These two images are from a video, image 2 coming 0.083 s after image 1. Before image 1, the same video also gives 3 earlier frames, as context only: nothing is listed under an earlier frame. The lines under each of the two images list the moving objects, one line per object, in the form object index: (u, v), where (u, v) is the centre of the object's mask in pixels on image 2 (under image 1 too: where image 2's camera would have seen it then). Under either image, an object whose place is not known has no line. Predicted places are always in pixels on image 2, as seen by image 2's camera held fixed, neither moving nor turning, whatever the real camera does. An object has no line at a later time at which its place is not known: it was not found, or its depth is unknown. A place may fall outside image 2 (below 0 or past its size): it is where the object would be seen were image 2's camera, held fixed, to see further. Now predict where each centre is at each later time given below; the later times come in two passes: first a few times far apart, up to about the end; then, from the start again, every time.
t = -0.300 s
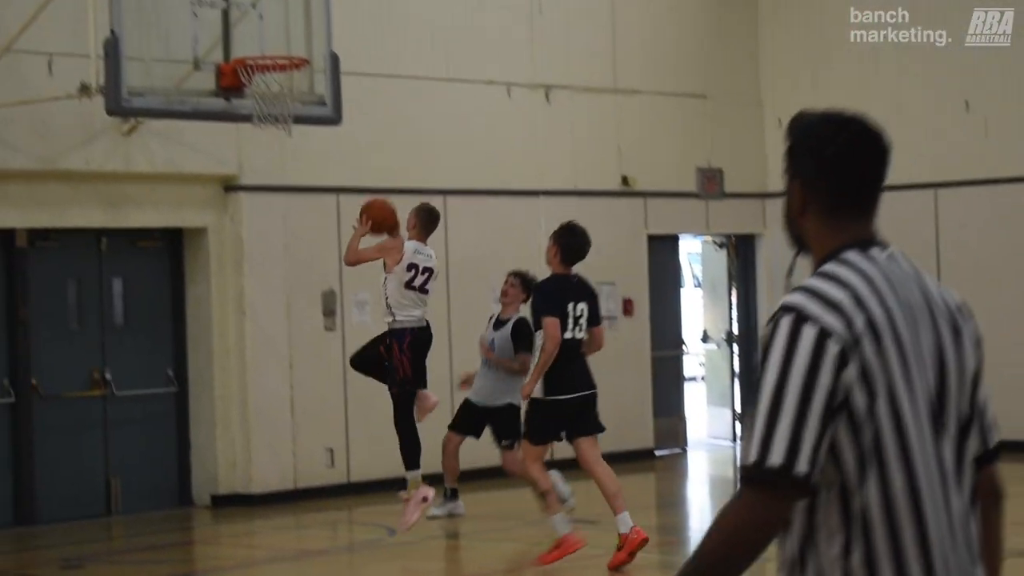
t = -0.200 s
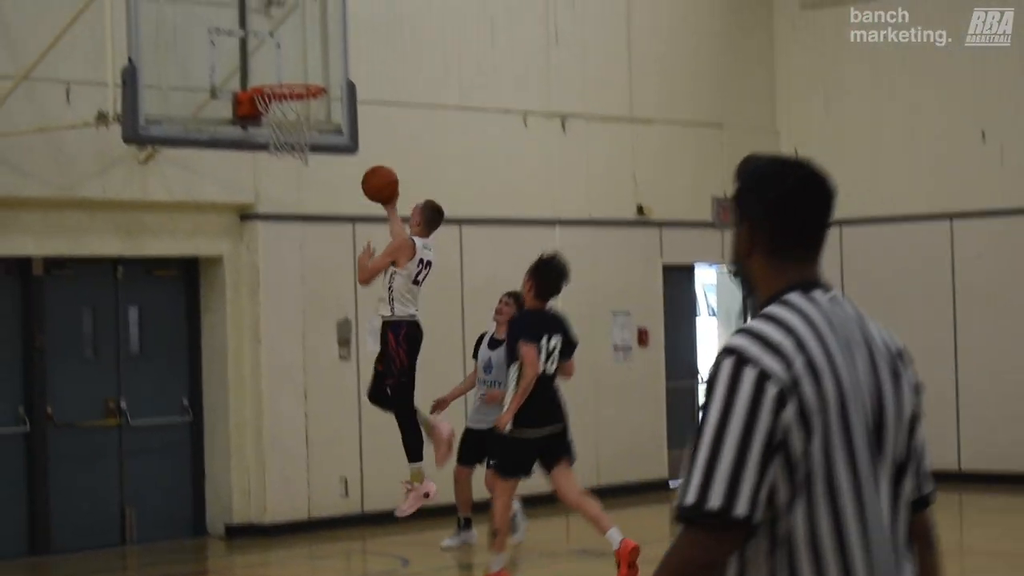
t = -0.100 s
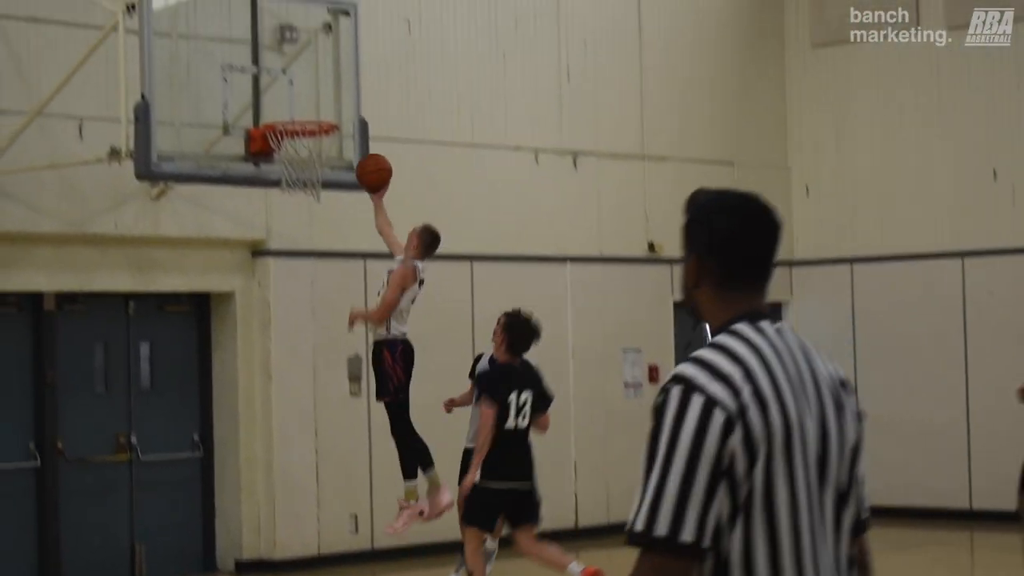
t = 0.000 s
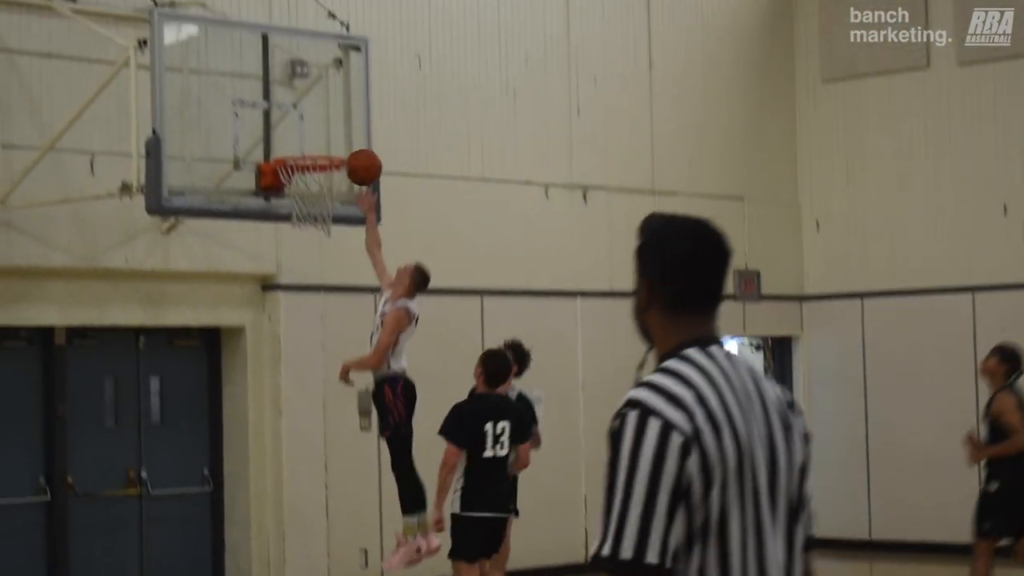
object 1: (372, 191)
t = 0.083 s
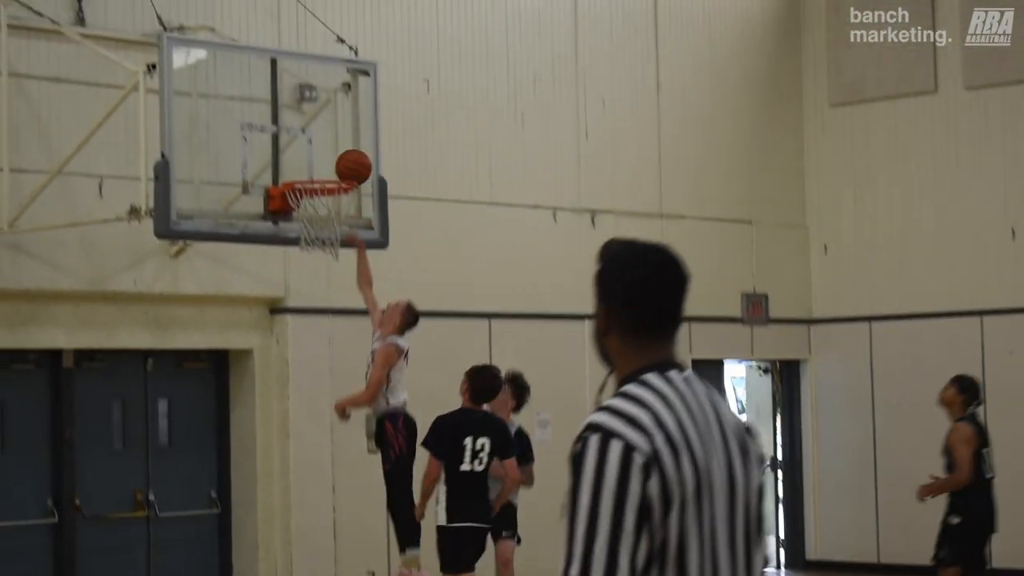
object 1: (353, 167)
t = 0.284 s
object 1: (314, 152)
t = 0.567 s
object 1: (320, 165)
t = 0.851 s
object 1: (330, 220)
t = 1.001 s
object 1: (327, 239)
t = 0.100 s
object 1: (350, 164)
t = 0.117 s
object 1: (346, 161)
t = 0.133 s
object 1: (342, 158)
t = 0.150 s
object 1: (339, 156)
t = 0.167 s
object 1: (335, 154)
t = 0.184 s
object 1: (331, 153)
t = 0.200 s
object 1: (328, 152)
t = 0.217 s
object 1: (324, 151)
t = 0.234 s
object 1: (320, 151)
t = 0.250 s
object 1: (317, 152)
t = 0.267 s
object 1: (314, 152)
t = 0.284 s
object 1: (314, 152)
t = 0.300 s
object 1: (314, 152)
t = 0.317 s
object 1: (315, 152)
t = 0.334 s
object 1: (315, 153)
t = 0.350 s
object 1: (315, 154)
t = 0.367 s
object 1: (315, 156)
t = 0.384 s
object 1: (315, 158)
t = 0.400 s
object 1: (316, 161)
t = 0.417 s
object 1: (316, 163)
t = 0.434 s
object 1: (316, 165)
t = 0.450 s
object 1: (317, 168)
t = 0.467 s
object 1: (317, 167)
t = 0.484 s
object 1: (318, 166)
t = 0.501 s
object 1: (318, 165)
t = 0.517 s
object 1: (319, 165)
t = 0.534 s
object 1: (319, 165)
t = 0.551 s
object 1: (320, 165)
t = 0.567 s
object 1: (320, 165)
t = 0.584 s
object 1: (321, 165)
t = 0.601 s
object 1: (322, 166)
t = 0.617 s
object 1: (322, 167)
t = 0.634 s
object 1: (323, 168)
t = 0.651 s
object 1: (324, 170)
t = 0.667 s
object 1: (324, 171)
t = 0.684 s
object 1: (325, 178)
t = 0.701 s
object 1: (325, 185)
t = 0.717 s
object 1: (326, 189)
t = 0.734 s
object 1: (327, 195)
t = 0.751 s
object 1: (328, 199)
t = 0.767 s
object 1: (329, 204)
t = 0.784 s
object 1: (329, 209)
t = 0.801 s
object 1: (330, 212)
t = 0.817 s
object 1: (330, 216)
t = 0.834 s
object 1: (330, 218)
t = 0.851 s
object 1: (330, 220)
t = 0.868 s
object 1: (330, 222)
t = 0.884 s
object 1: (330, 223)
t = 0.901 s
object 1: (330, 225)
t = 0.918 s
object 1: (329, 226)
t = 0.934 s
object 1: (329, 228)
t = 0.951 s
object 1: (329, 230)
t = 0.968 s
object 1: (328, 233)
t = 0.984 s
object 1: (327, 236)
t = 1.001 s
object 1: (327, 239)
